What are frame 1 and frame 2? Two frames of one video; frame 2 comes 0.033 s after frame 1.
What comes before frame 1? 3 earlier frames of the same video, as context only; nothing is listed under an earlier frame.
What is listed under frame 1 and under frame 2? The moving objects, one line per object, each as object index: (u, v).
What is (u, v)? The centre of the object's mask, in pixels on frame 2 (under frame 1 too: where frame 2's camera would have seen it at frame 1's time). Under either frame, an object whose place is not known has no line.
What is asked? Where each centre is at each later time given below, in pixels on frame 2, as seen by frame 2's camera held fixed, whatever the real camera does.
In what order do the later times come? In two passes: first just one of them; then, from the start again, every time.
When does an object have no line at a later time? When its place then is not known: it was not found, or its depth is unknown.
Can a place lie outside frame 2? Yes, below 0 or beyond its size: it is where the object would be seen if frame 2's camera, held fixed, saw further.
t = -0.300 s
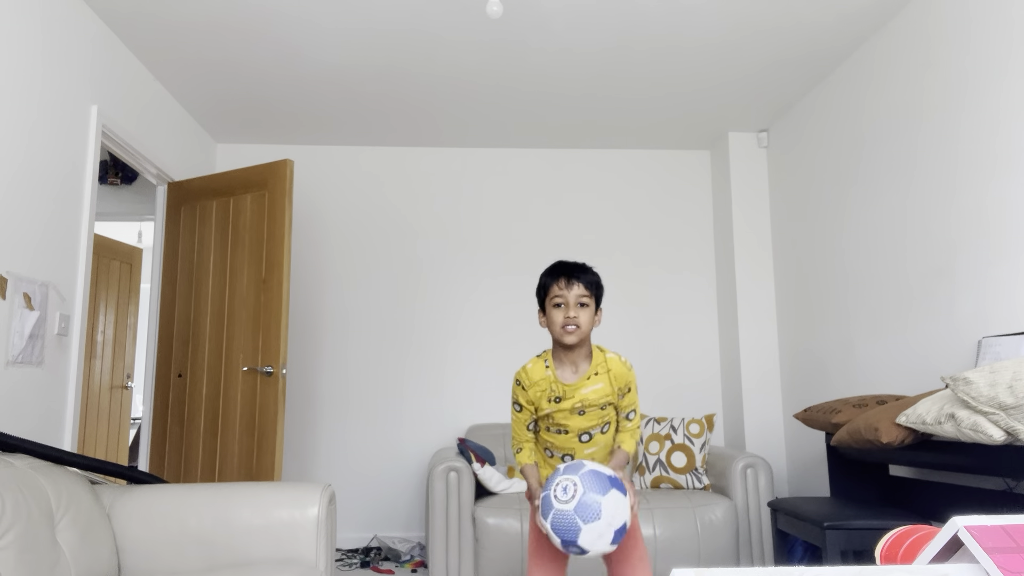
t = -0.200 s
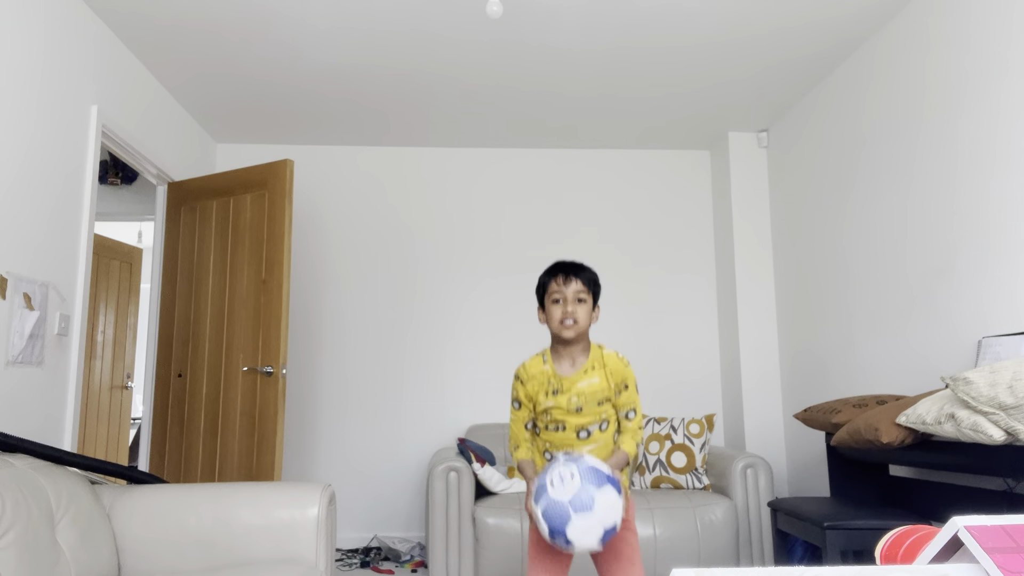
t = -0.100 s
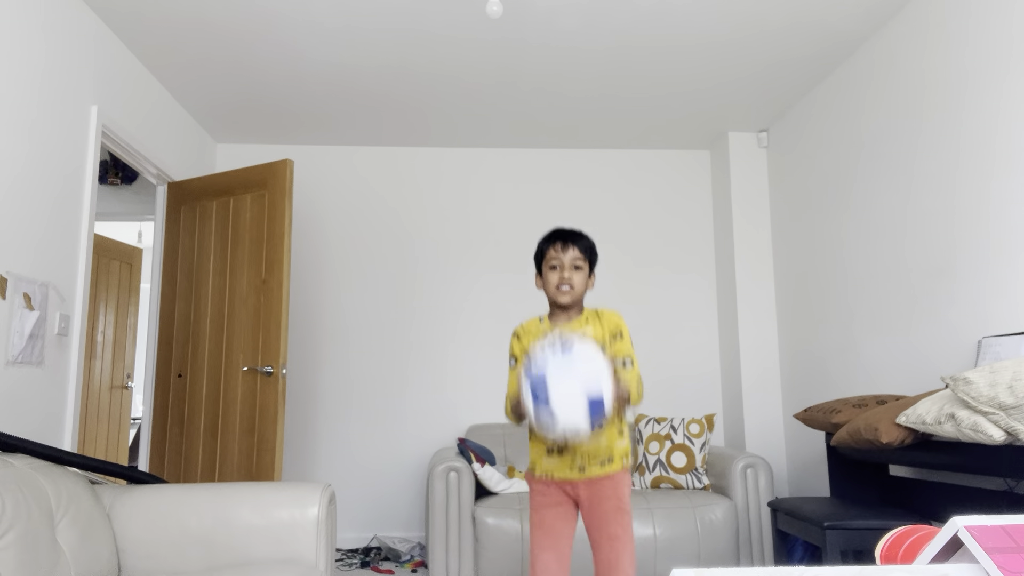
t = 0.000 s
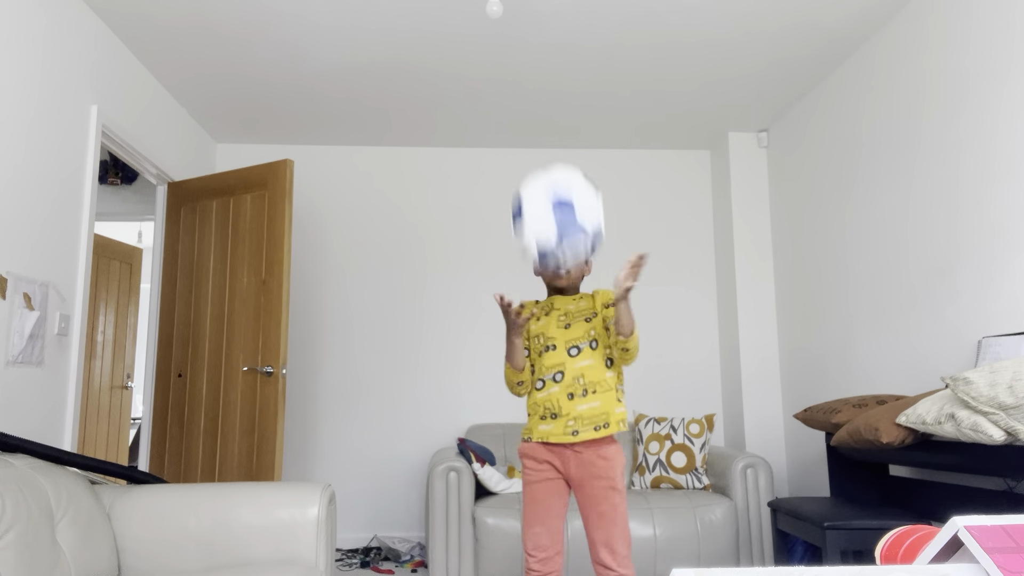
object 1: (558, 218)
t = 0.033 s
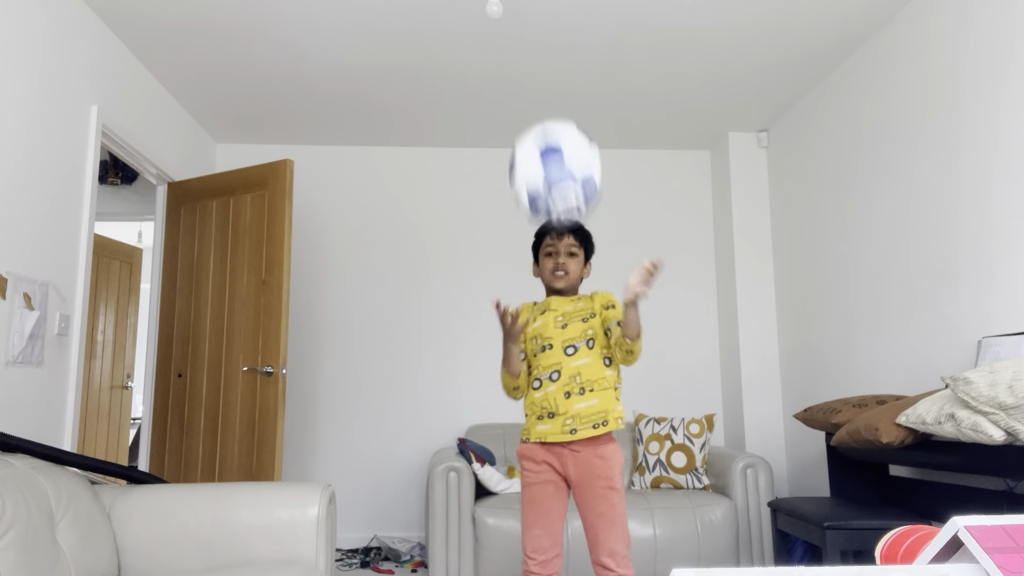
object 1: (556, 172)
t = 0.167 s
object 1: (545, 42)
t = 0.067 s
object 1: (553, 132)
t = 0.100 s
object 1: (550, 96)
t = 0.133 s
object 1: (548, 64)
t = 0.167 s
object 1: (545, 42)
